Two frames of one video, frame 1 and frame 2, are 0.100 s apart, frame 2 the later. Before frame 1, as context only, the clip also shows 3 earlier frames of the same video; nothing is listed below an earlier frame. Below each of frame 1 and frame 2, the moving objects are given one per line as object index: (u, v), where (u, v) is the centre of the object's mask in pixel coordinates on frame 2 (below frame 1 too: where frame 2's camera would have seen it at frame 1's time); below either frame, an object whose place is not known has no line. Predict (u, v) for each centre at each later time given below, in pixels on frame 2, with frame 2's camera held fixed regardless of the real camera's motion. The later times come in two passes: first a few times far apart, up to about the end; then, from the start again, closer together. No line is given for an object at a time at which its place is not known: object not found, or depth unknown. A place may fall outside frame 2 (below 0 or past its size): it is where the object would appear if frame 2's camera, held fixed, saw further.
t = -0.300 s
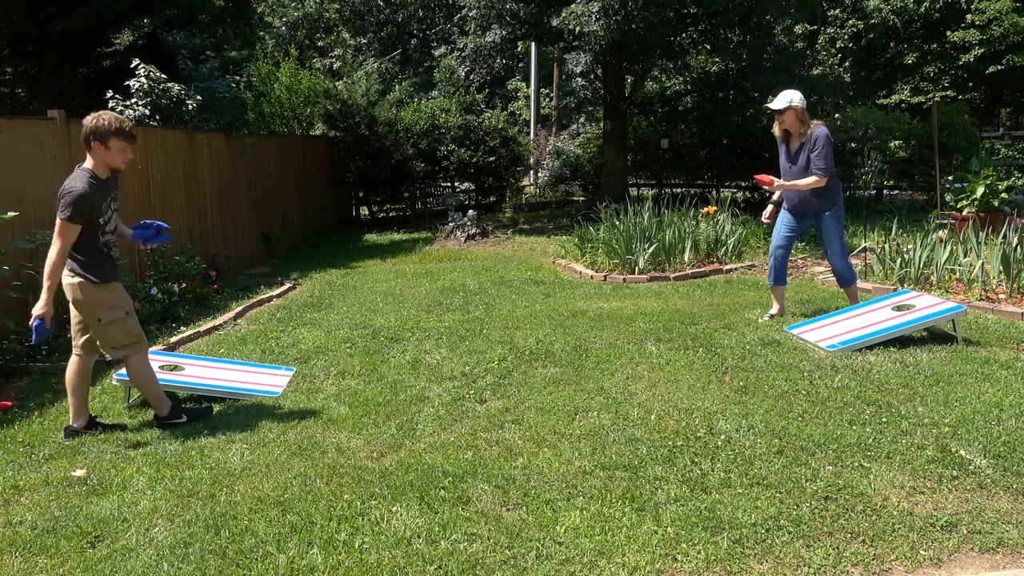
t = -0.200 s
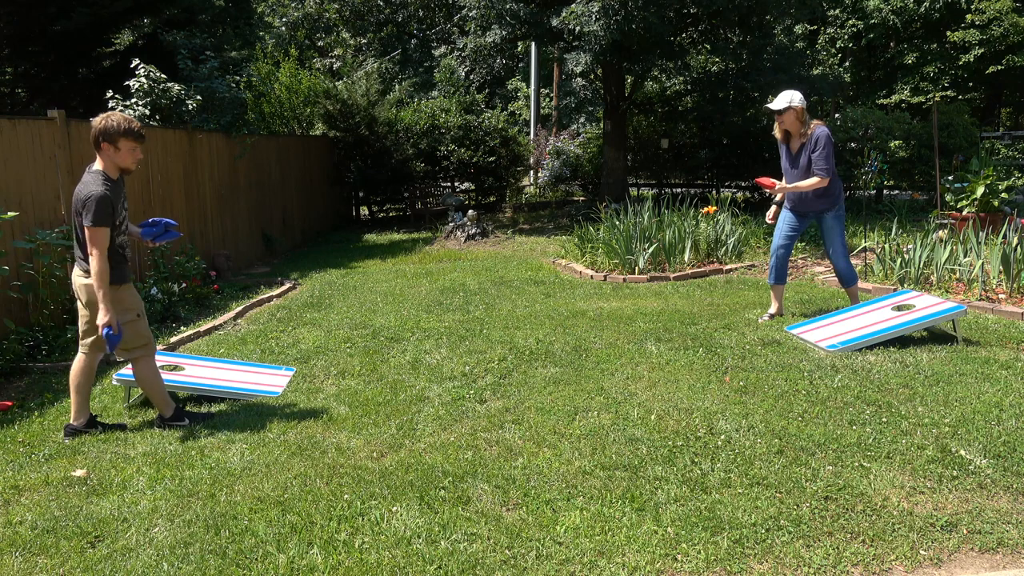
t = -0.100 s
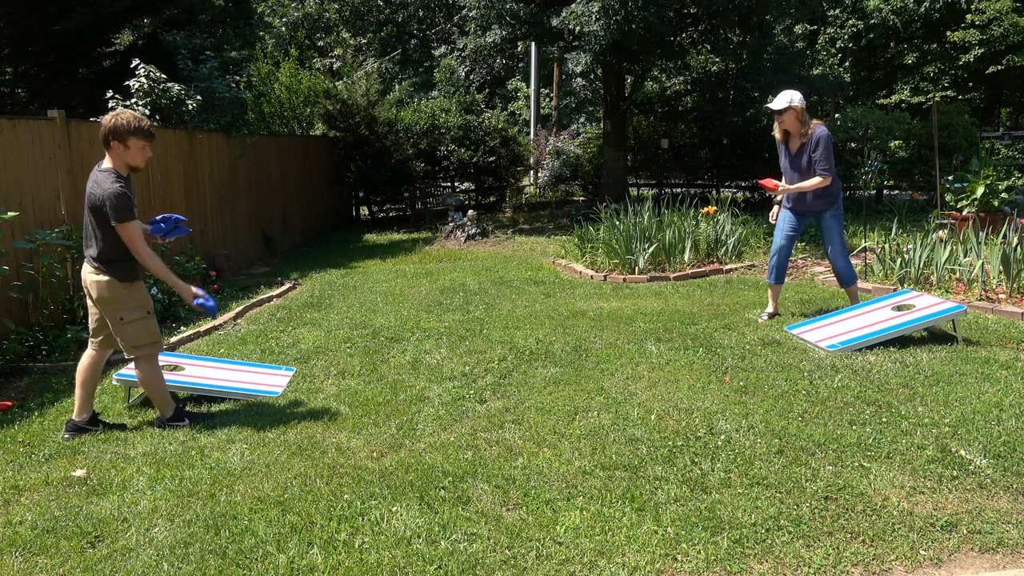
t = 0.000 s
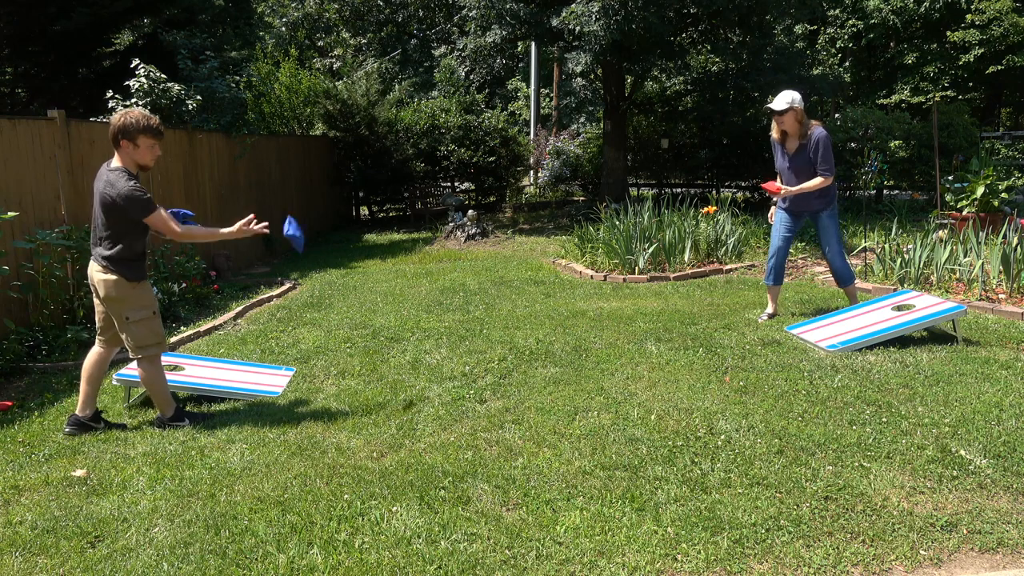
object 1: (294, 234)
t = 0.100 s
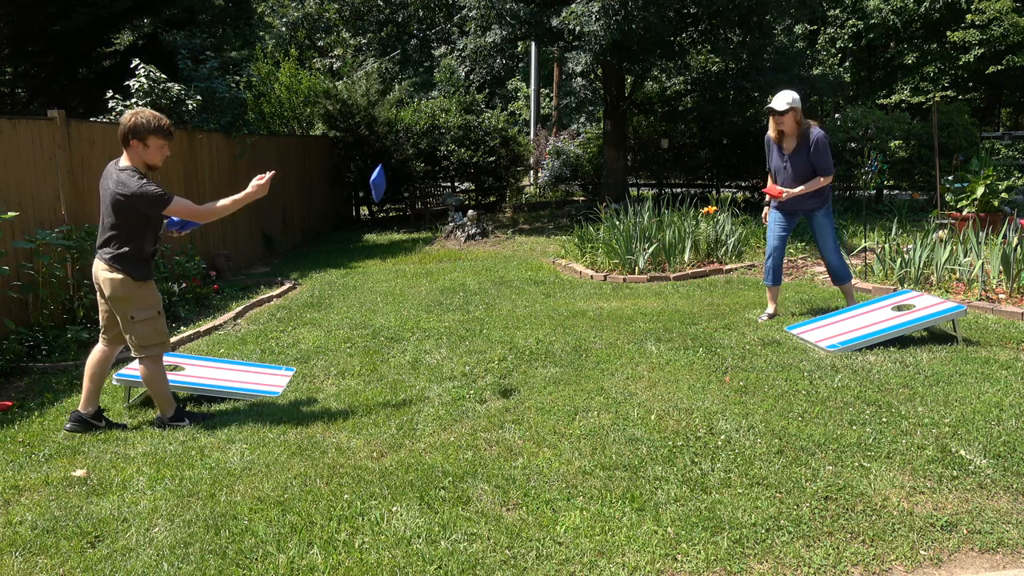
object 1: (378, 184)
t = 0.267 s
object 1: (508, 145)
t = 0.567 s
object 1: (709, 203)
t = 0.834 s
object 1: (827, 318)
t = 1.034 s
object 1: (839, 312)
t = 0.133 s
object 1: (405, 171)
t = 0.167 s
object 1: (432, 161)
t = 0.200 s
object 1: (458, 153)
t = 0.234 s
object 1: (484, 148)
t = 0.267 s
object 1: (508, 145)
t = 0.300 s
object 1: (534, 144)
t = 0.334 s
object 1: (558, 145)
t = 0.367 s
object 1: (581, 148)
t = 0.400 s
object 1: (604, 153)
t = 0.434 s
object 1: (626, 160)
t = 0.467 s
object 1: (648, 169)
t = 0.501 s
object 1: (669, 179)
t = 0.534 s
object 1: (690, 191)
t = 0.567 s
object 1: (709, 203)
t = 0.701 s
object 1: (781, 271)
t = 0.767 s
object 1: (814, 311)
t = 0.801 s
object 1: (824, 322)
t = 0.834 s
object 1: (827, 318)
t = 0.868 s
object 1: (832, 316)
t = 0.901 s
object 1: (835, 315)
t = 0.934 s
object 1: (837, 314)
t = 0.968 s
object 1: (838, 313)
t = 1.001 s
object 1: (839, 312)
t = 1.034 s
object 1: (839, 312)
